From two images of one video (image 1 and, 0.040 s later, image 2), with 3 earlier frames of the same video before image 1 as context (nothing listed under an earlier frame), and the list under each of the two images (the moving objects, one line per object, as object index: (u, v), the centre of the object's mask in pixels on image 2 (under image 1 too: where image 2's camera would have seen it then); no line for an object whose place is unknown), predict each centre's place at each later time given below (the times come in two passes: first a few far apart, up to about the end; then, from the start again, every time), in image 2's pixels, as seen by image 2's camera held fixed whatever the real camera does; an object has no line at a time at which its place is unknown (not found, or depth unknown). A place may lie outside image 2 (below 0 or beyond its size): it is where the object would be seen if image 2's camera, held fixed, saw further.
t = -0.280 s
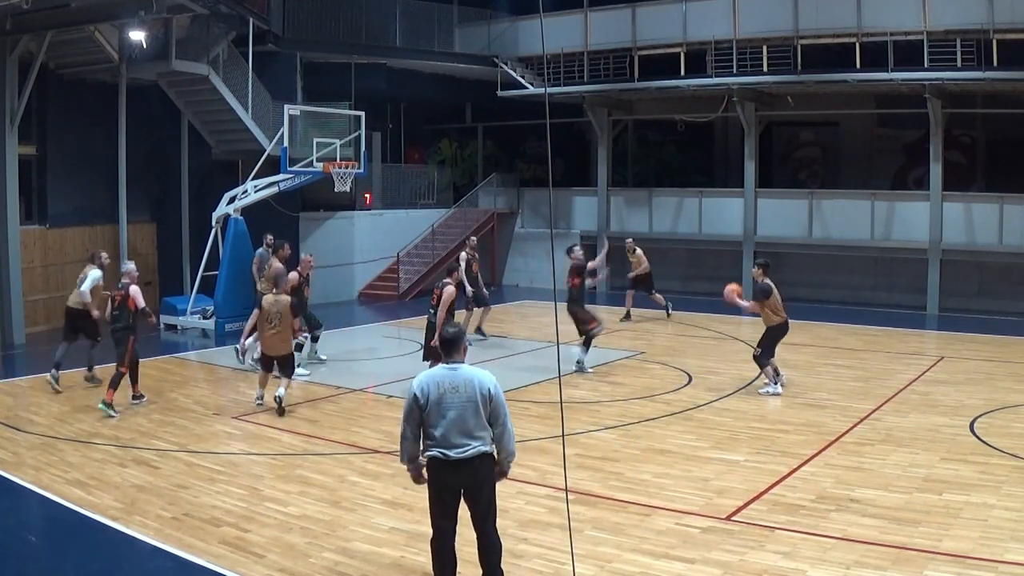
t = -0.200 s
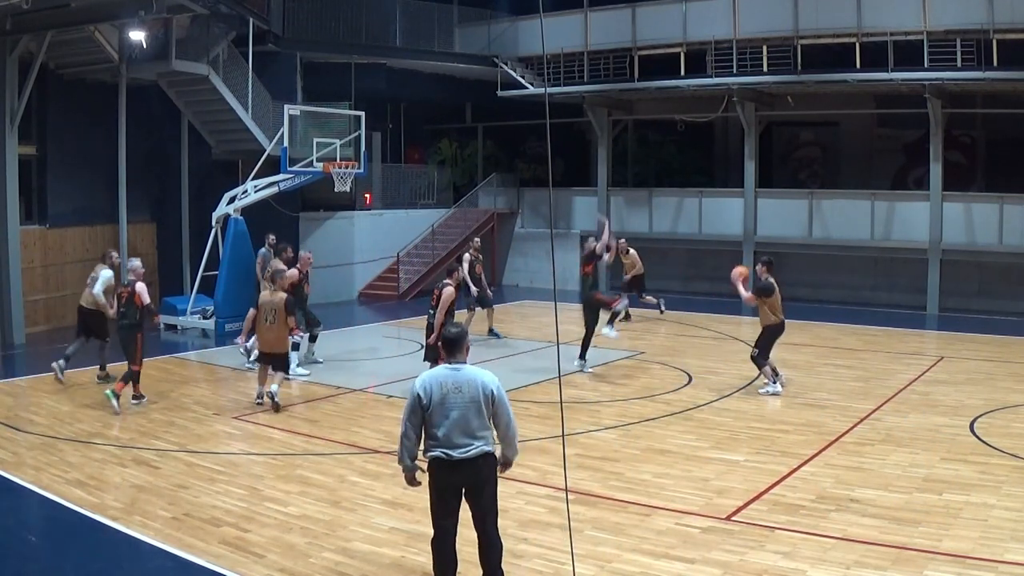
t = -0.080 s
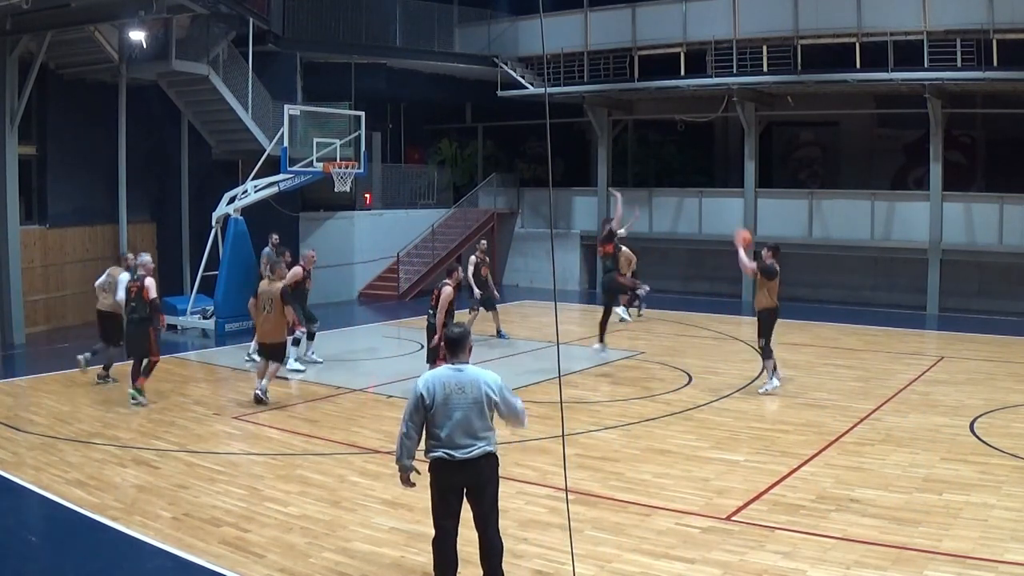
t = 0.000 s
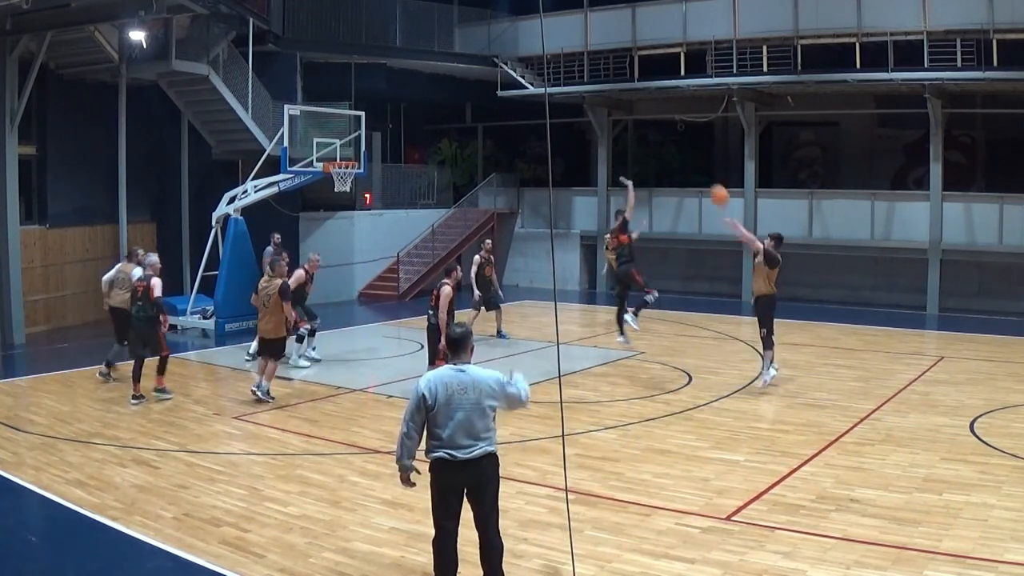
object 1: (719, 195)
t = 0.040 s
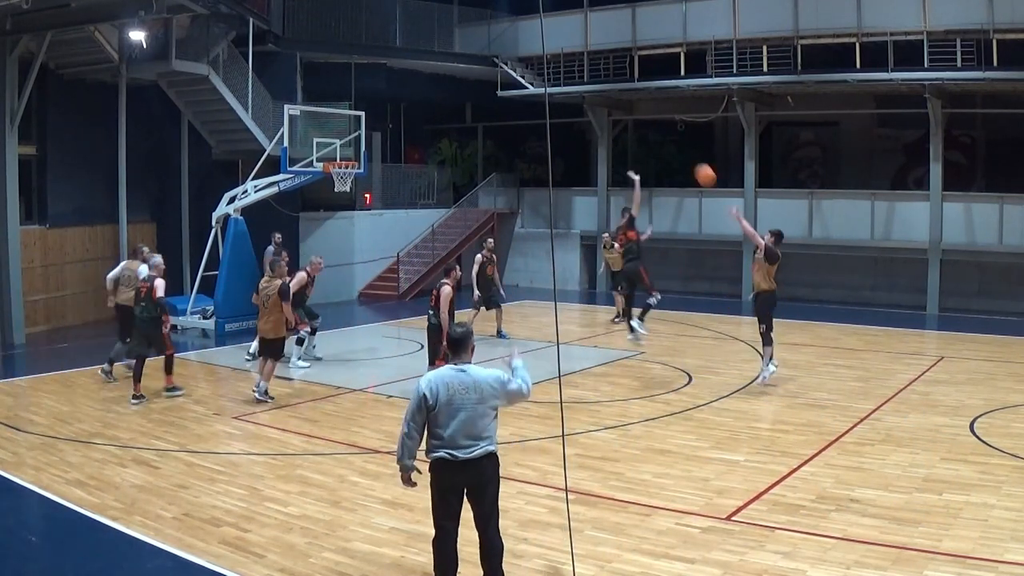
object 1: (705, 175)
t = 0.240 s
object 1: (635, 92)
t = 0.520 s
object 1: (545, 28)
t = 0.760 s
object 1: (477, 20)
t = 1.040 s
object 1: (405, 54)
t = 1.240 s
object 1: (358, 104)
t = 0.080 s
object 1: (690, 156)
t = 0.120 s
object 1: (676, 138)
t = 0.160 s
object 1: (662, 121)
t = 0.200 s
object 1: (648, 105)
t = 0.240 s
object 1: (635, 92)
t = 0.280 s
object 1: (621, 78)
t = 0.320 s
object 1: (608, 68)
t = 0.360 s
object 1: (596, 58)
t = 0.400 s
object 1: (582, 49)
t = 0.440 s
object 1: (569, 41)
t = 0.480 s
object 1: (557, 34)
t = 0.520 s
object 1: (545, 28)
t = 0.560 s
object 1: (533, 24)
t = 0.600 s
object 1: (521, 22)
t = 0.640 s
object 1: (510, 19)
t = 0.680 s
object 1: (499, 18)
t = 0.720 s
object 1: (487, 18)
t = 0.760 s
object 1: (477, 20)
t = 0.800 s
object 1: (466, 22)
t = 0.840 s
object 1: (456, 25)
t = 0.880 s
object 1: (445, 29)
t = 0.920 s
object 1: (435, 34)
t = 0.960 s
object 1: (425, 40)
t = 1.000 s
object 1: (415, 47)
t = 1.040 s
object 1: (405, 54)
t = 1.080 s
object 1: (394, 63)
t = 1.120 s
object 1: (385, 72)
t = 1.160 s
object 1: (376, 82)
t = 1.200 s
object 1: (367, 93)
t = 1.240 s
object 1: (358, 104)
